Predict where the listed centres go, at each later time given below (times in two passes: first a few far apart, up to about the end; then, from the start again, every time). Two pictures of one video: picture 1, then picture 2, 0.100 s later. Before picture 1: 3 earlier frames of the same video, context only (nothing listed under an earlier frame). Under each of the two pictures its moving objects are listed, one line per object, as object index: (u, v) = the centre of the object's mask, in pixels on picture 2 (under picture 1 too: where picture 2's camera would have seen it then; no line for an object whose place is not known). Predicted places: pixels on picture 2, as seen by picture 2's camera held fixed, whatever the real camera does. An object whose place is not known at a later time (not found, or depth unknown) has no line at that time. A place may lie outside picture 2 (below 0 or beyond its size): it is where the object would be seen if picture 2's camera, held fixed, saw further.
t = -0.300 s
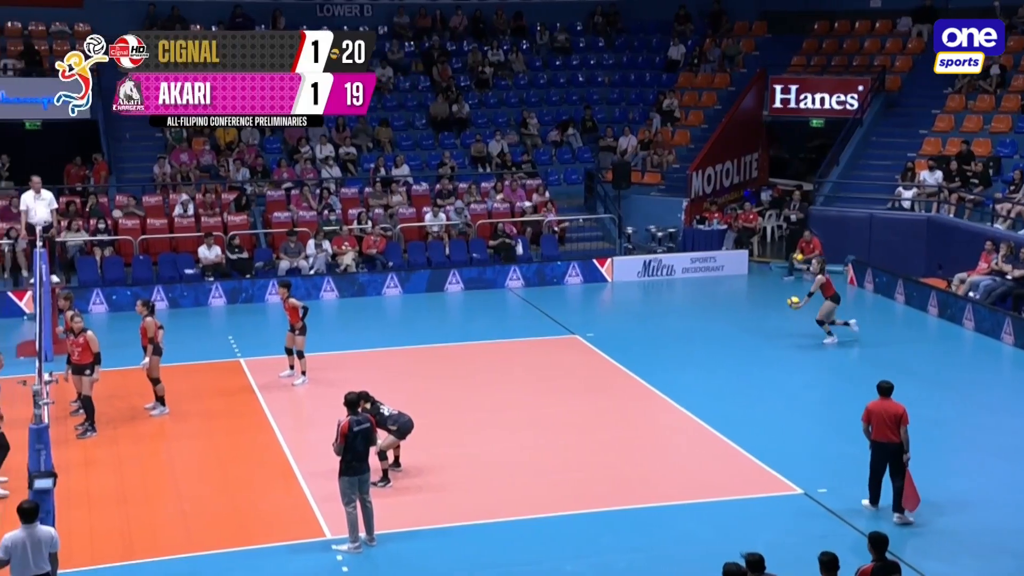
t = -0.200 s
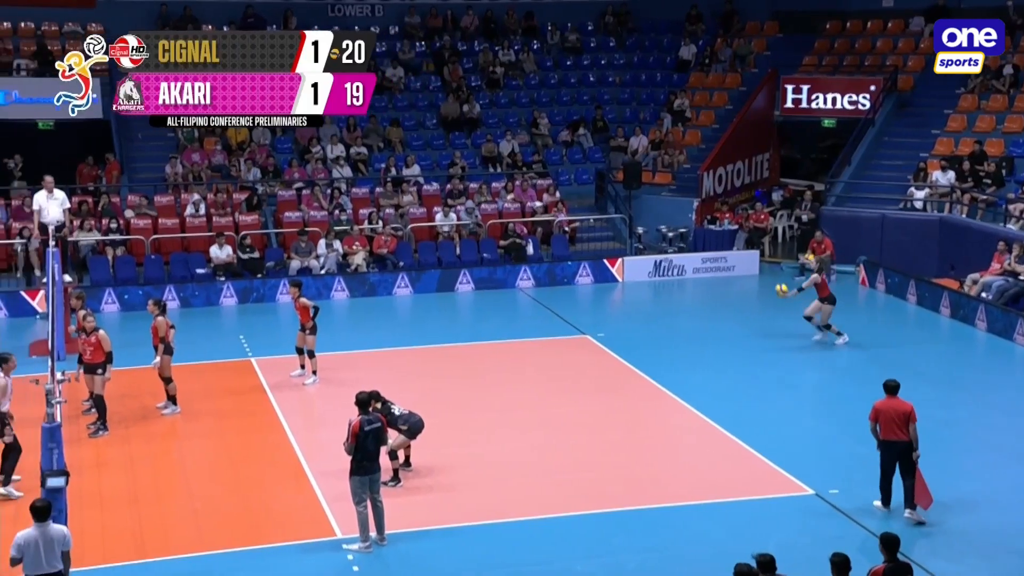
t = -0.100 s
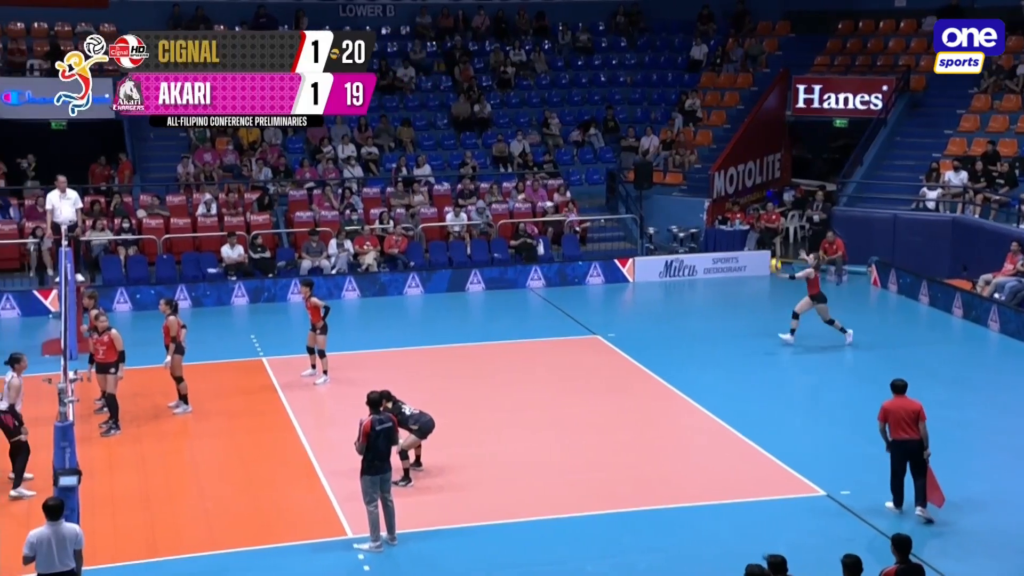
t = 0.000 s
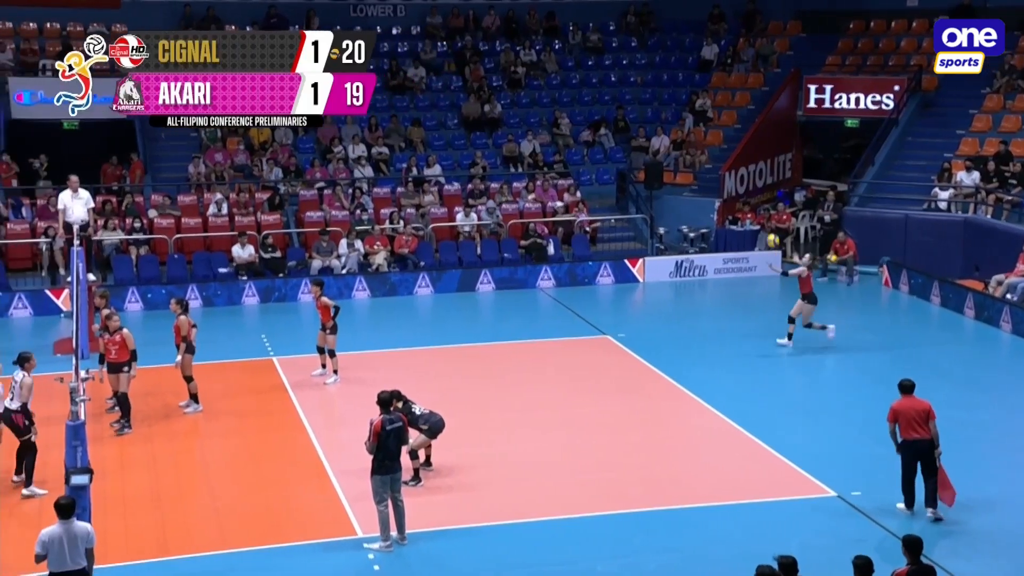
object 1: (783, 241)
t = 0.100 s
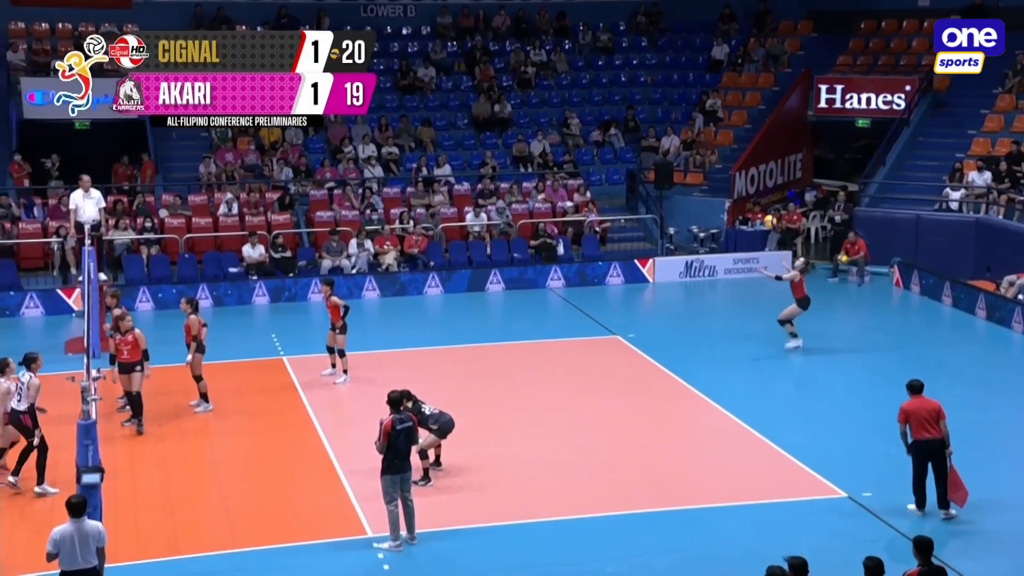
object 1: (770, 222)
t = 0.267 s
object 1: (748, 203)
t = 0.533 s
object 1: (713, 204)
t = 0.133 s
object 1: (766, 217)
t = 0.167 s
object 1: (761, 212)
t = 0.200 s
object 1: (756, 208)
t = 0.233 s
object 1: (752, 205)
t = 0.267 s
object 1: (748, 203)
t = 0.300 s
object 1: (744, 201)
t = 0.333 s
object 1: (739, 200)
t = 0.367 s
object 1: (735, 199)
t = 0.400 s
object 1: (730, 199)
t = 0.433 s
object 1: (726, 199)
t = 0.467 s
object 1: (722, 200)
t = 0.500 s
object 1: (717, 202)
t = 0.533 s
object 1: (713, 204)
